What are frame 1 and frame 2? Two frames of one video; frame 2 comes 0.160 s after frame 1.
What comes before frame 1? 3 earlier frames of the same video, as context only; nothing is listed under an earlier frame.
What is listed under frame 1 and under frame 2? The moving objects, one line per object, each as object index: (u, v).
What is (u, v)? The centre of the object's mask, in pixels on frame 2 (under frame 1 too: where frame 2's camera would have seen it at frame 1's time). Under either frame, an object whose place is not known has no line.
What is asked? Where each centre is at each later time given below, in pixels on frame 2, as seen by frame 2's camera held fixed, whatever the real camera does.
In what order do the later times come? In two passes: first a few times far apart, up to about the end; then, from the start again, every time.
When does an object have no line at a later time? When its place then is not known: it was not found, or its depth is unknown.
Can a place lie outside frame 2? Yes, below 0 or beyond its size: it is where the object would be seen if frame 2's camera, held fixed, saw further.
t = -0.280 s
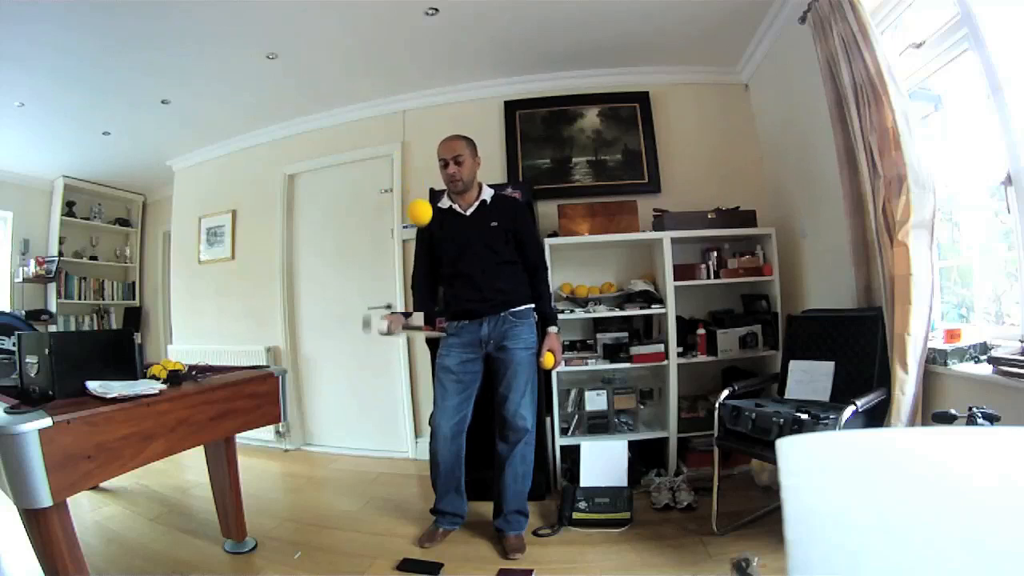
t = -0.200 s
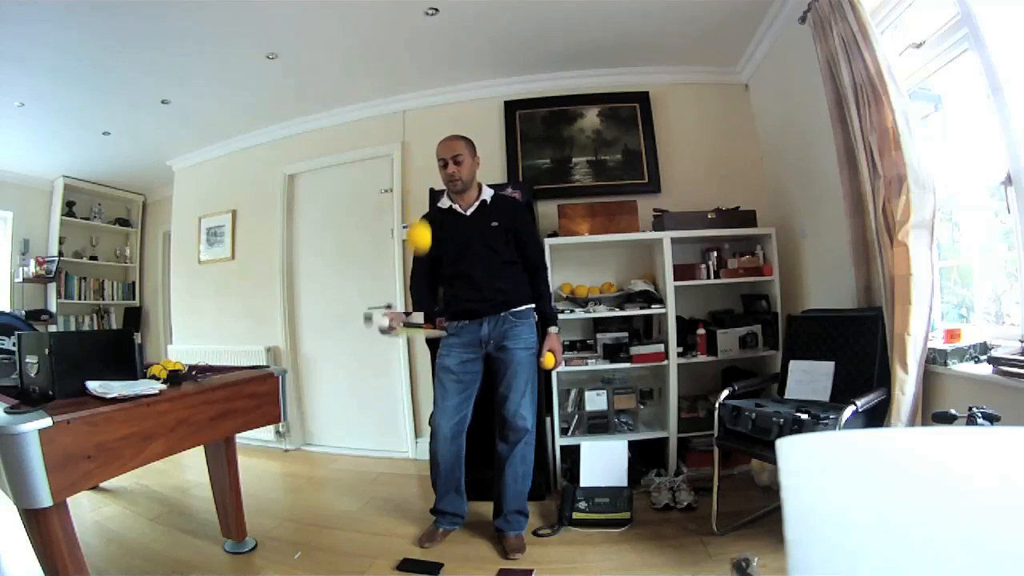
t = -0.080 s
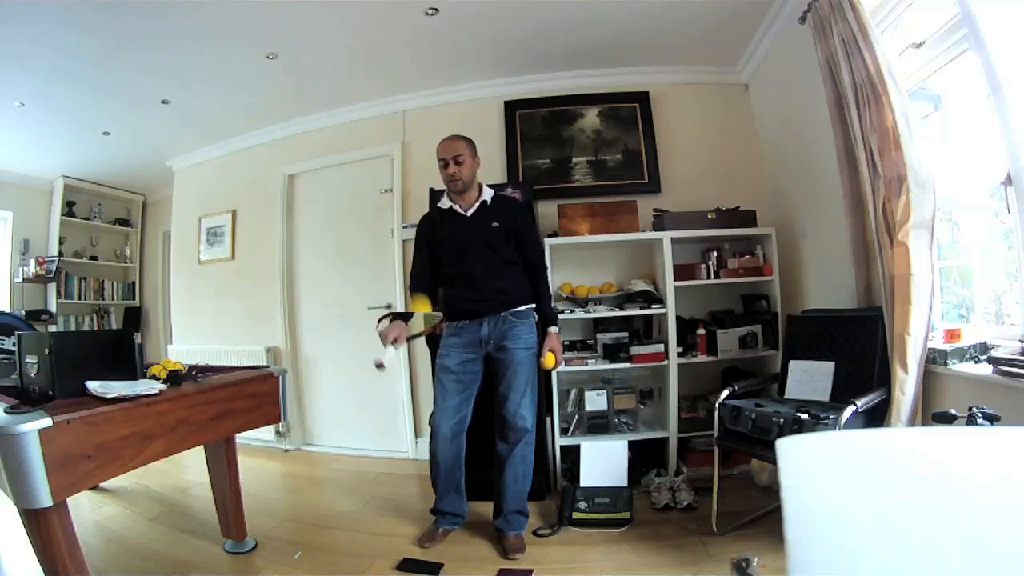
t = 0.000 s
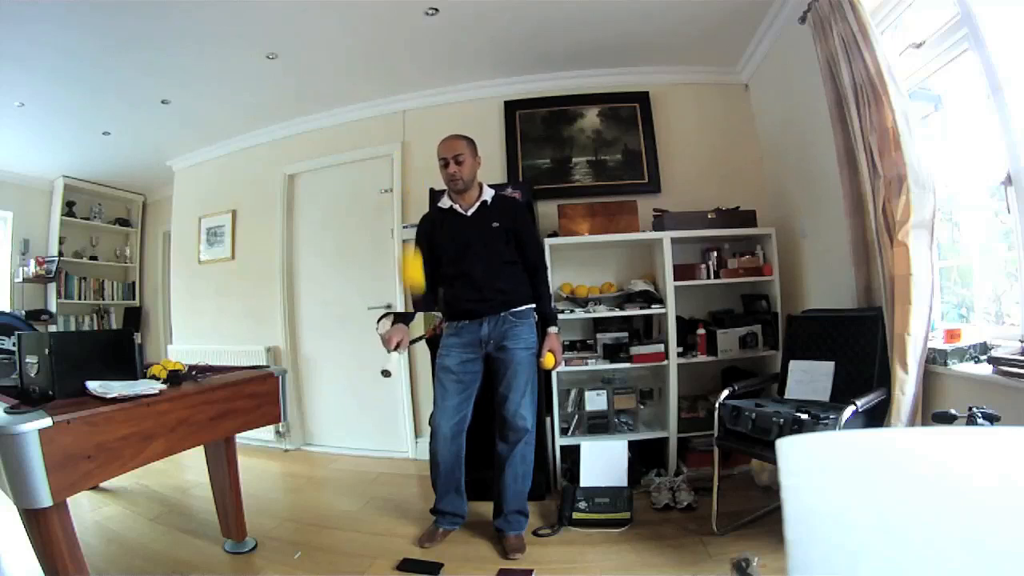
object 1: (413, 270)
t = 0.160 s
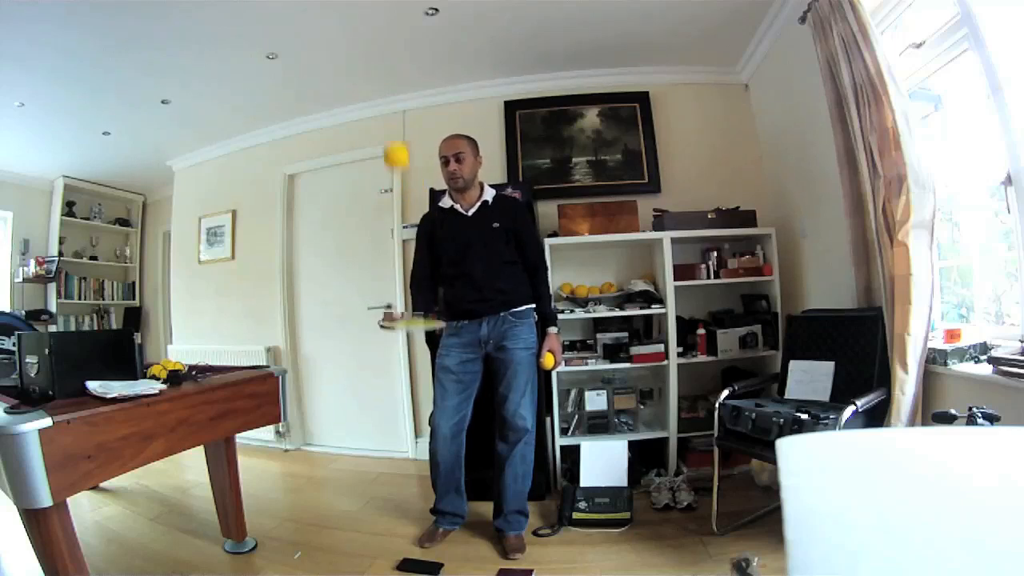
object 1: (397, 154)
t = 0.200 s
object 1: (393, 140)
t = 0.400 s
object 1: (378, 136)
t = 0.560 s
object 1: (366, 223)
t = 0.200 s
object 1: (393, 140)
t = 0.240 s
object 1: (390, 130)
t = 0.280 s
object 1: (387, 125)
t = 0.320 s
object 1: (384, 125)
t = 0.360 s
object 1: (381, 128)
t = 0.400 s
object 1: (378, 136)
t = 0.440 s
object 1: (375, 149)
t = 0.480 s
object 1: (371, 168)
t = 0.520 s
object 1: (369, 193)
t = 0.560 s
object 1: (366, 223)
